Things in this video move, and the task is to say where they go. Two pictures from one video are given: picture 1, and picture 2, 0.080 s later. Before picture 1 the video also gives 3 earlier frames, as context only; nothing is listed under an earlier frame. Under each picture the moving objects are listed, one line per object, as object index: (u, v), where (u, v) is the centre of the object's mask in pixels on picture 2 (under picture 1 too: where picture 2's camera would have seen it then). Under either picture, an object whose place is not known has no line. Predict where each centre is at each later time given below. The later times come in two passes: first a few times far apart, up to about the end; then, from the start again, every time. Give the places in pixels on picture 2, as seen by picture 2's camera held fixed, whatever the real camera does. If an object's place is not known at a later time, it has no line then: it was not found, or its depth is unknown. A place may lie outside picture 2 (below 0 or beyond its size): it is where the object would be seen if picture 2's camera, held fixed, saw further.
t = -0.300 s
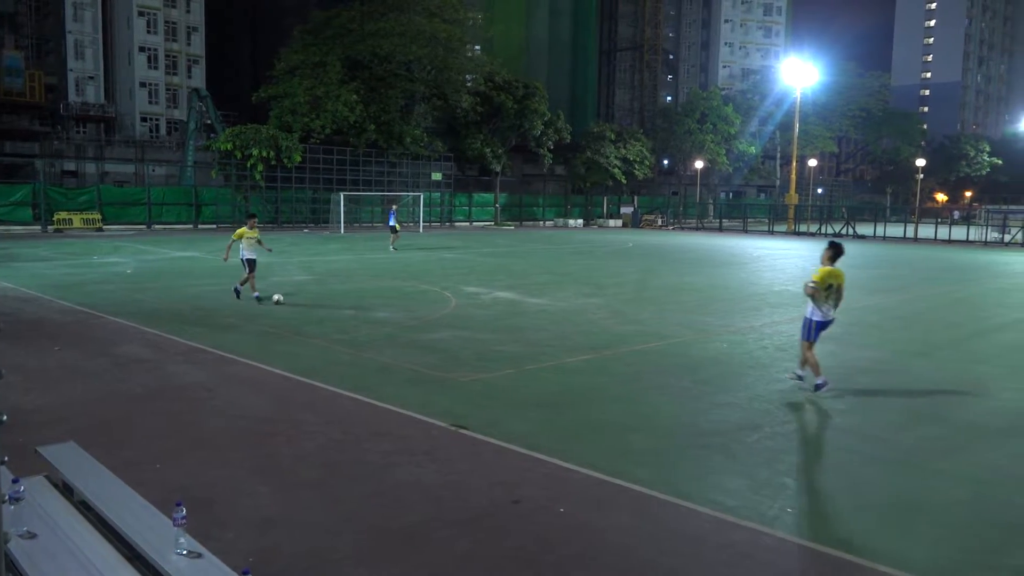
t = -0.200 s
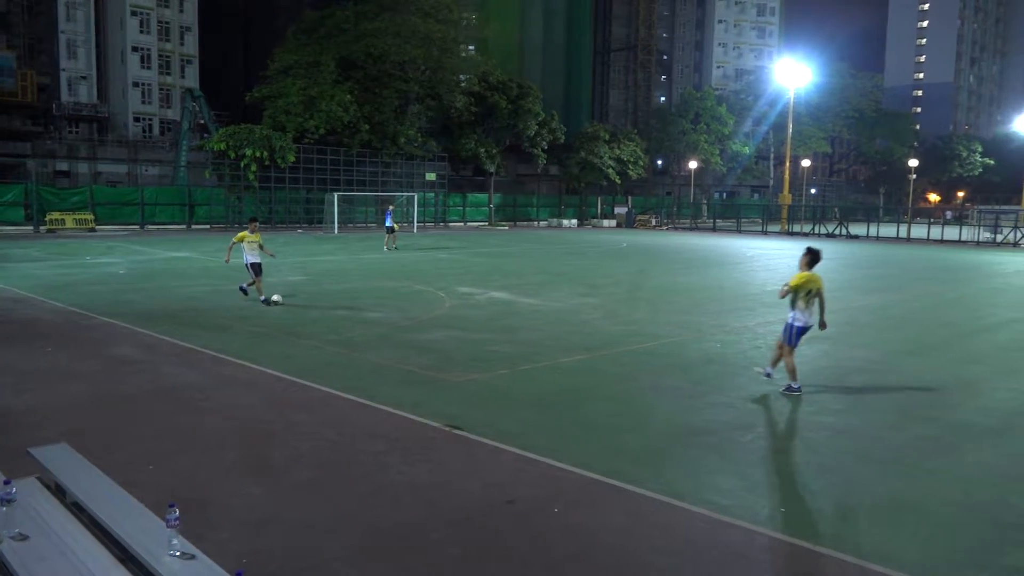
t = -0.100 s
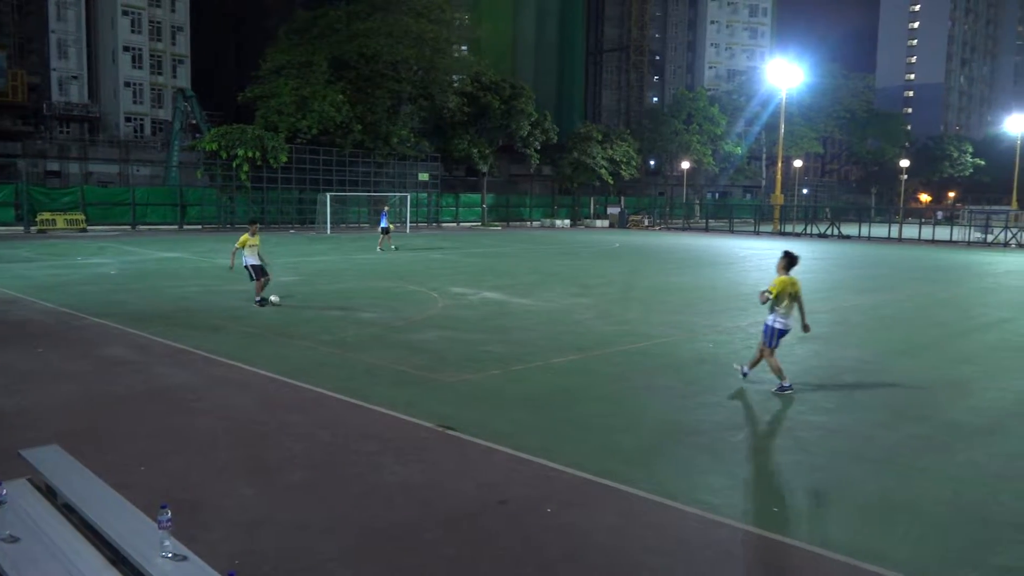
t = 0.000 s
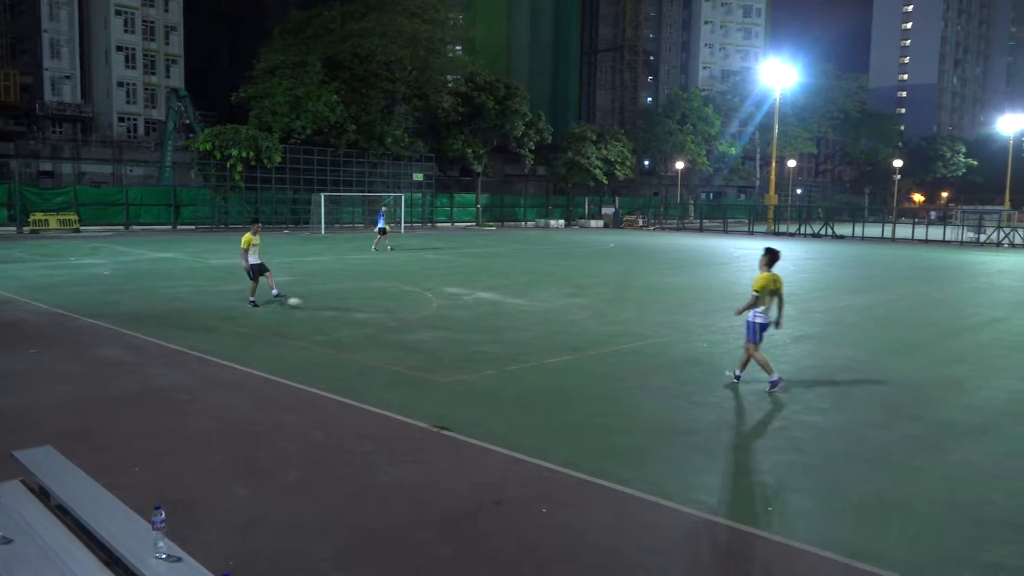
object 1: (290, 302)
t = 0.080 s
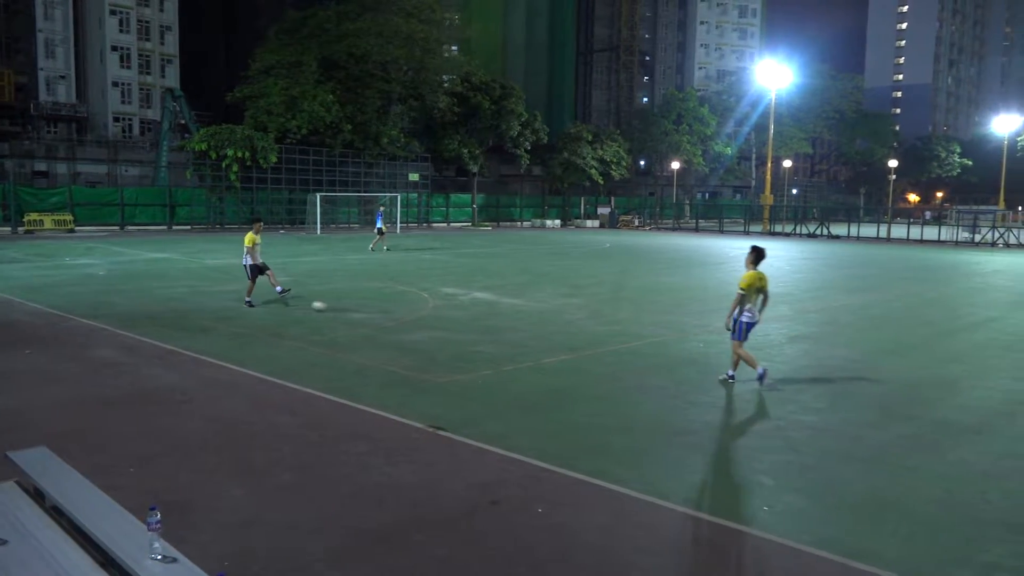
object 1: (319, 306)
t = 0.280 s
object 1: (390, 315)
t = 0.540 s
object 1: (467, 324)
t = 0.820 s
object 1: (554, 335)
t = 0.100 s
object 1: (326, 307)
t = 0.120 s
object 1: (334, 308)
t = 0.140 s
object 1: (341, 309)
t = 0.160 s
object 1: (348, 310)
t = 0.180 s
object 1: (355, 311)
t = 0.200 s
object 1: (362, 312)
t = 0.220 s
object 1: (369, 312)
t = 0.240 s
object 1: (375, 312)
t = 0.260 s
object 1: (382, 313)
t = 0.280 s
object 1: (390, 315)
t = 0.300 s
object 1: (396, 316)
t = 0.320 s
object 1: (402, 316)
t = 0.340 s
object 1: (409, 317)
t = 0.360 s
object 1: (415, 317)
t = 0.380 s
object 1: (420, 318)
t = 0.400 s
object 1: (427, 319)
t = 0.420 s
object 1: (433, 320)
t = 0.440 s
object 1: (439, 321)
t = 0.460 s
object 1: (444, 321)
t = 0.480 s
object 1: (450, 322)
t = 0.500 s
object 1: (456, 323)
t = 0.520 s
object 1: (462, 324)
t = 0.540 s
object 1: (467, 324)
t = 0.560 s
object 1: (473, 325)
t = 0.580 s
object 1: (479, 326)
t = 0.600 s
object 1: (485, 326)
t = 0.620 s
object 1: (491, 328)
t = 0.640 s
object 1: (497, 328)
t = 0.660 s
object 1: (503, 328)
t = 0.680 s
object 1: (510, 329)
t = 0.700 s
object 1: (516, 330)
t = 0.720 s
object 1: (522, 331)
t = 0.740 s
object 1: (528, 332)
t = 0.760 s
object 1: (534, 333)
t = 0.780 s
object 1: (541, 333)
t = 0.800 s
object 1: (547, 334)
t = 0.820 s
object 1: (554, 335)
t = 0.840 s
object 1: (560, 336)
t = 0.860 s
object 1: (566, 337)
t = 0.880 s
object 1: (573, 337)
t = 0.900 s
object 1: (580, 338)
